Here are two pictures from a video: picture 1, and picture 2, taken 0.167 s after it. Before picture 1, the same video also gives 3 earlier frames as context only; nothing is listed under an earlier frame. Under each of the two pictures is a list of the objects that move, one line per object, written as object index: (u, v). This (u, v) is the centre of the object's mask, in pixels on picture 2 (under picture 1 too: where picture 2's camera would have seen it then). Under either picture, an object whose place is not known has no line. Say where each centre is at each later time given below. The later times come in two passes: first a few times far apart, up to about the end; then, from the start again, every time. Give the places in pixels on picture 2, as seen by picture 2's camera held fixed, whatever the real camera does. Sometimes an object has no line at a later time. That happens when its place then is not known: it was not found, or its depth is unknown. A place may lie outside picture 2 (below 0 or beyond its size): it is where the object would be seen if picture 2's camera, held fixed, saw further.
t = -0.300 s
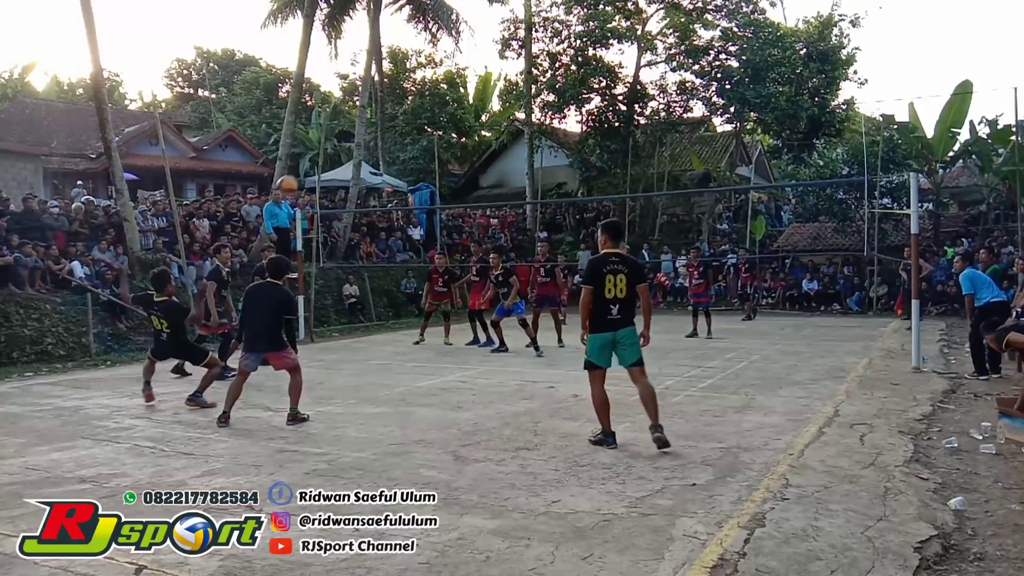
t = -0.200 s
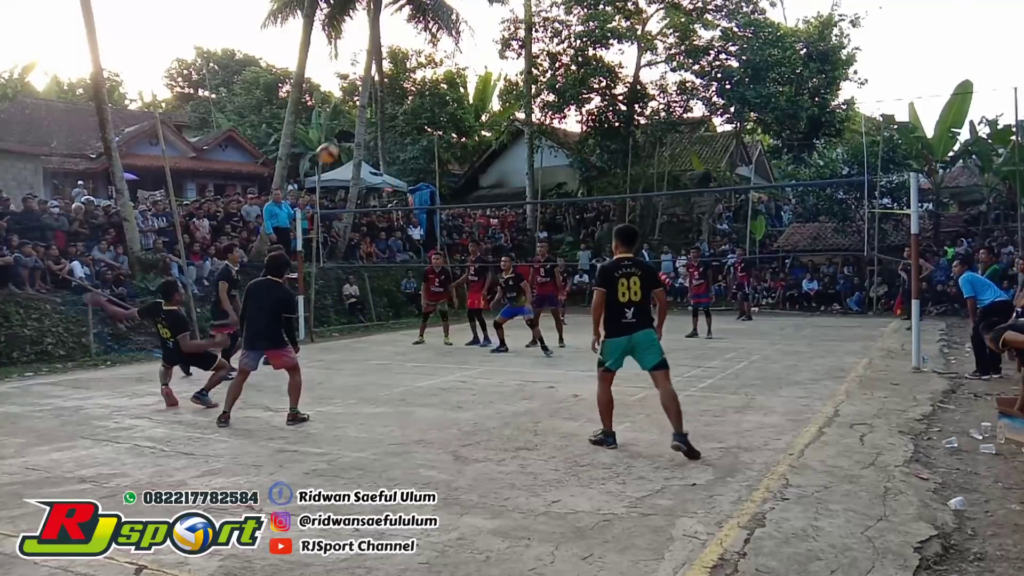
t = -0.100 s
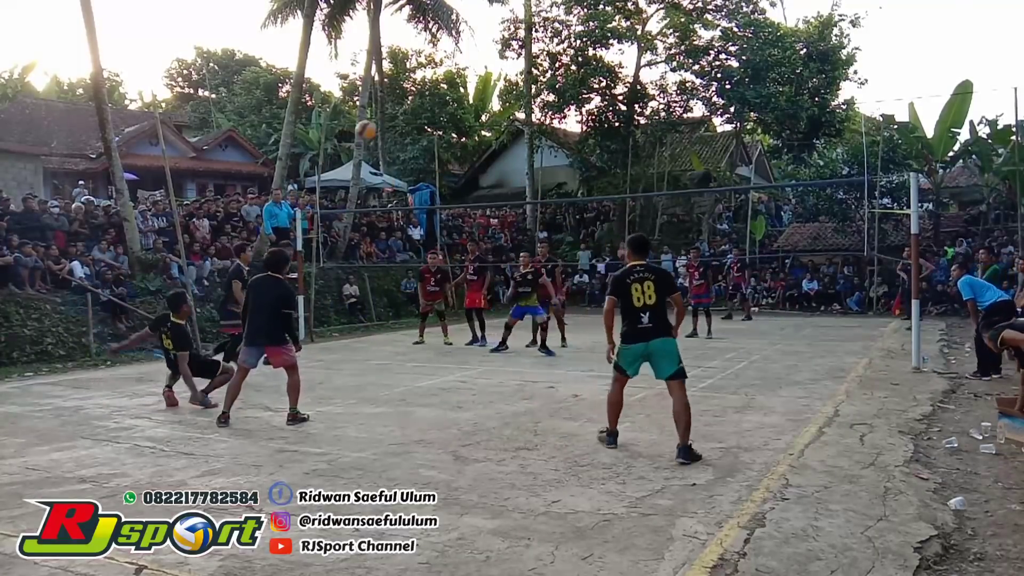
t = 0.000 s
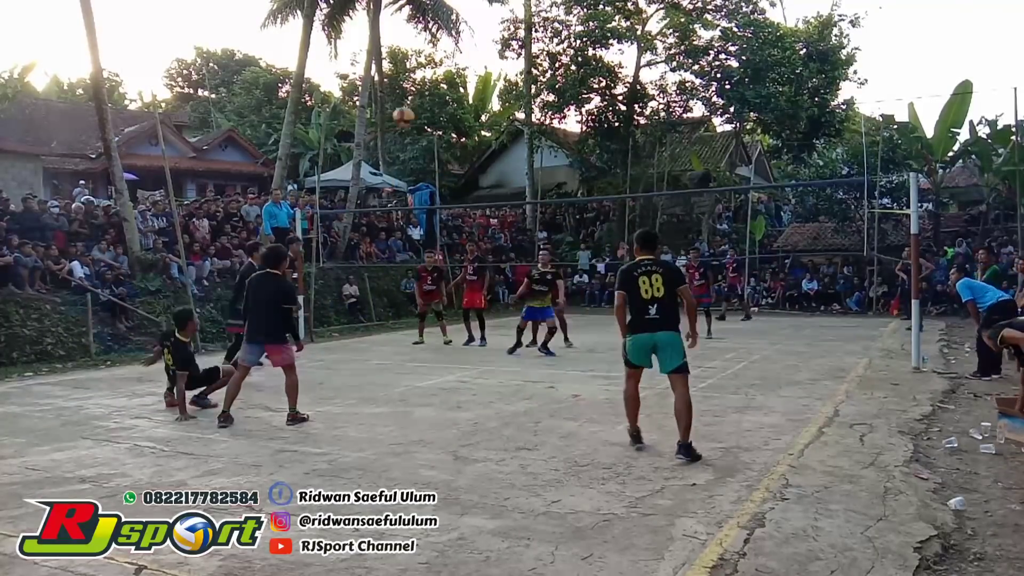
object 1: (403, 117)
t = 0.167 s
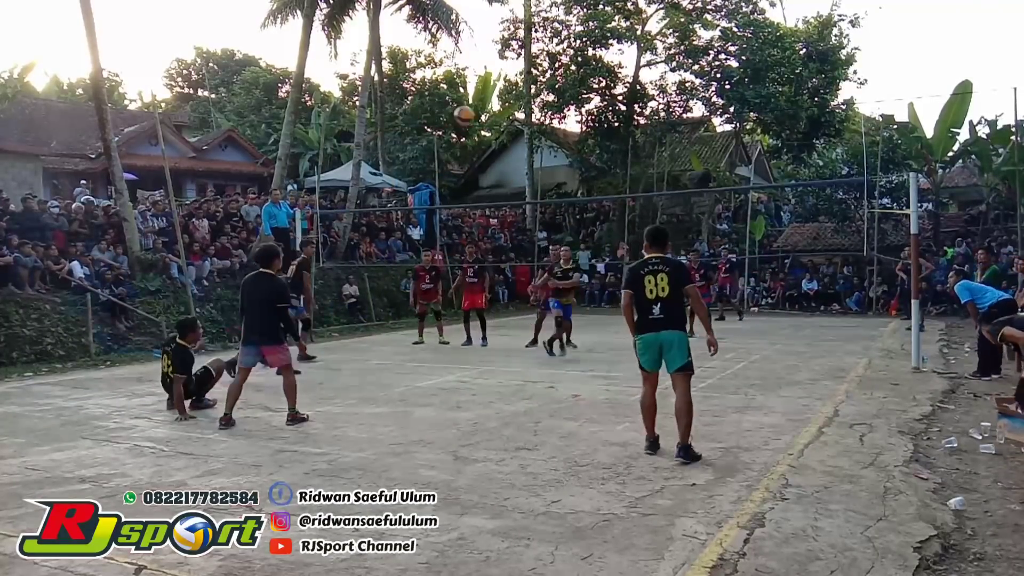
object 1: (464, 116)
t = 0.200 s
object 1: (476, 118)
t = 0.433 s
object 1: (556, 162)
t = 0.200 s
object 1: (476, 118)
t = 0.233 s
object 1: (488, 121)
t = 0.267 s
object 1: (500, 127)
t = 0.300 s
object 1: (511, 132)
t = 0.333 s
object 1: (523, 138)
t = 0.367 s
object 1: (534, 145)
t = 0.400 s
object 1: (545, 154)
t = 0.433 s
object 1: (556, 162)
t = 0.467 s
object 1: (568, 173)
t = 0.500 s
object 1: (578, 184)
